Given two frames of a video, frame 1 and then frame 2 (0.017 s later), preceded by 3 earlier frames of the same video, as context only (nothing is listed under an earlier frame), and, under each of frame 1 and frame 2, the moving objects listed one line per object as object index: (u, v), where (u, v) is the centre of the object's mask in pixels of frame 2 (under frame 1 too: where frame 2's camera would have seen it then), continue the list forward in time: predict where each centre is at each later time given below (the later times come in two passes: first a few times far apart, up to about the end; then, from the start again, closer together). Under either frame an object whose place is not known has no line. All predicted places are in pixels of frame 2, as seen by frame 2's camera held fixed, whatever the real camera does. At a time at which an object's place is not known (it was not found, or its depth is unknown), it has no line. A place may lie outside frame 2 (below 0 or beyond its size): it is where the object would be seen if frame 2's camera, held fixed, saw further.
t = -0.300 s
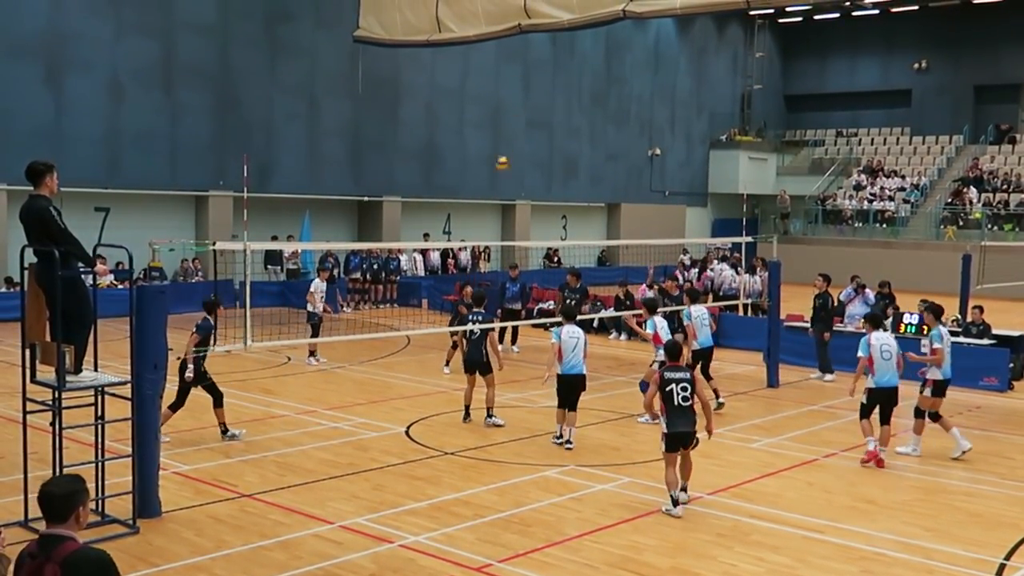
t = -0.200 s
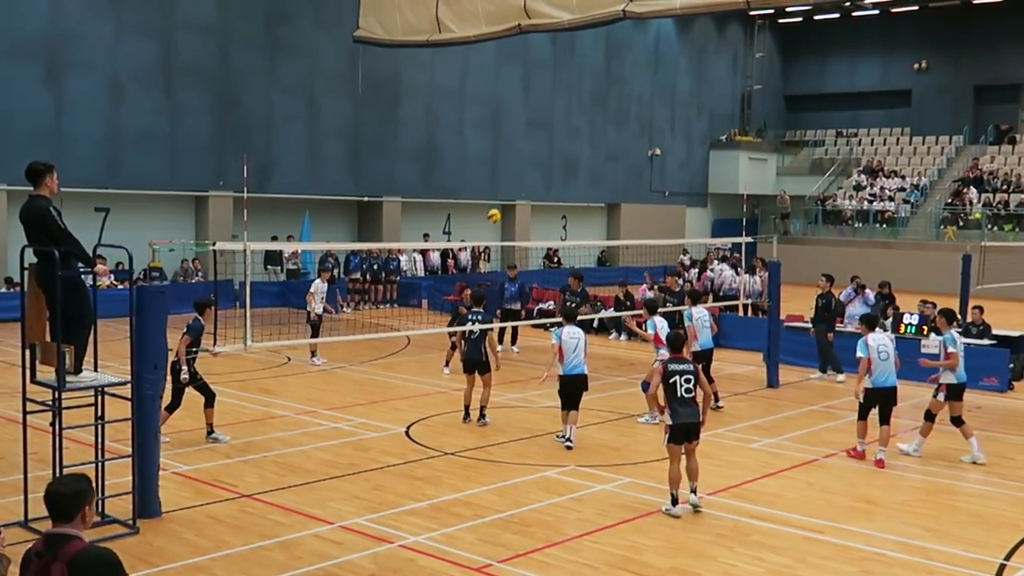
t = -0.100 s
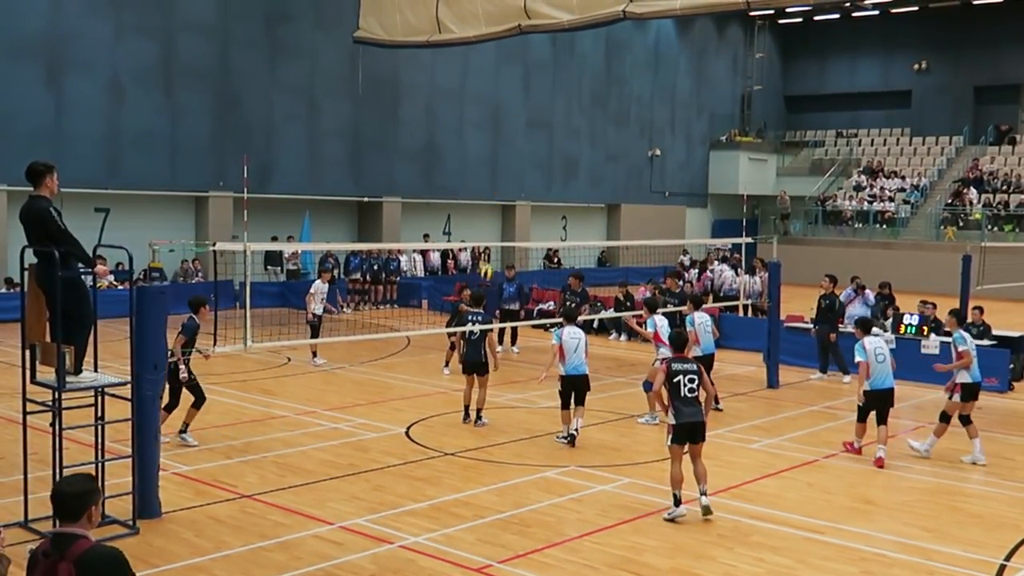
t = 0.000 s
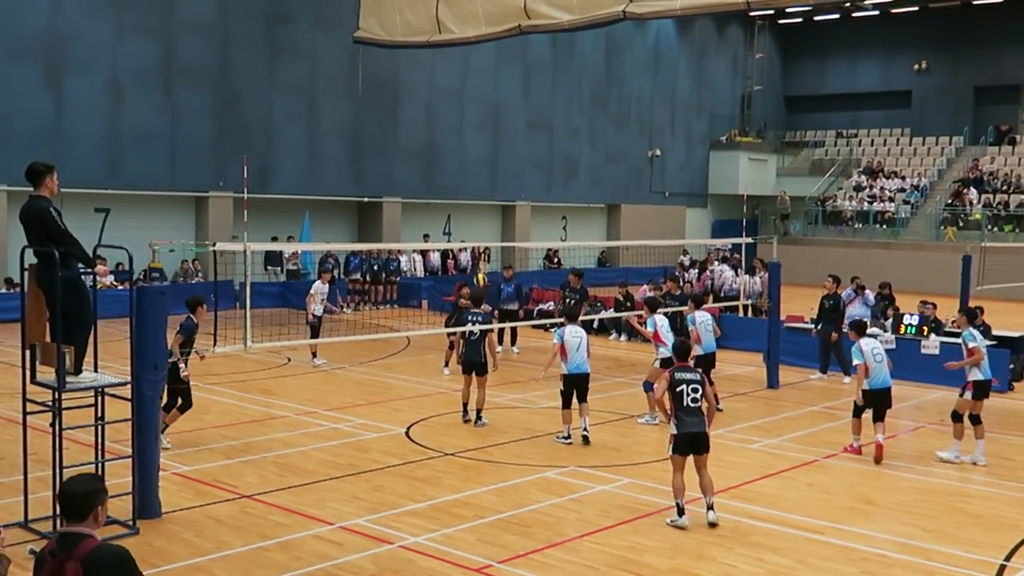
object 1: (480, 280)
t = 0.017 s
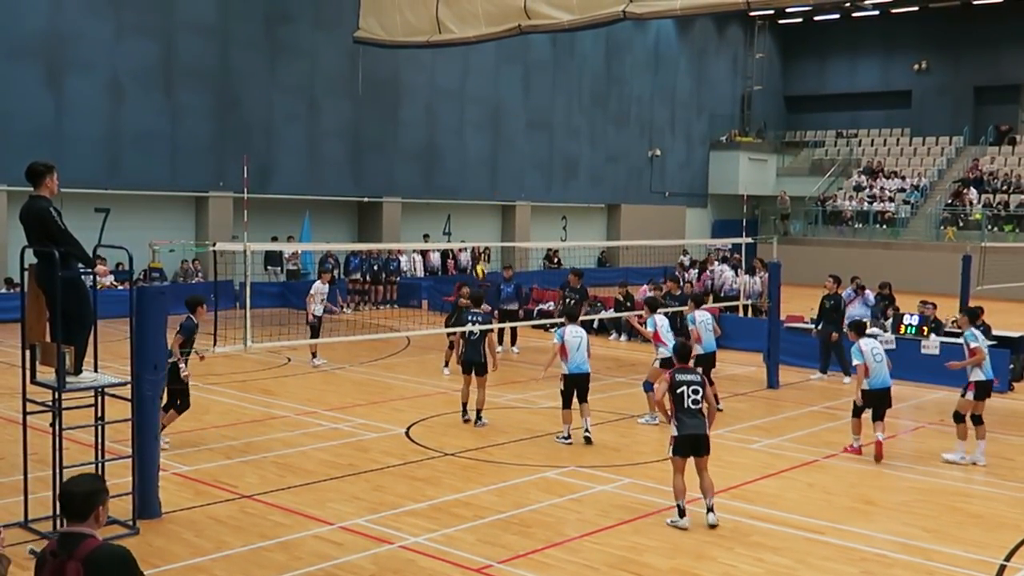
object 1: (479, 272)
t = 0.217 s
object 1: (469, 186)
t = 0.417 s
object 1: (457, 124)
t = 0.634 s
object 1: (443, 84)
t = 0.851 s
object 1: (427, 75)
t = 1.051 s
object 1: (411, 98)
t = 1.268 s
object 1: (393, 154)
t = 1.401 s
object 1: (382, 206)
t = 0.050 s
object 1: (478, 255)
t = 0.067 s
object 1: (477, 251)
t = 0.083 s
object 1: (476, 238)
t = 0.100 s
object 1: (475, 233)
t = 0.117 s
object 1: (474, 225)
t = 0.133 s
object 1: (473, 218)
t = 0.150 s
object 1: (472, 211)
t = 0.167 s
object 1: (471, 205)
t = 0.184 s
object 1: (471, 198)
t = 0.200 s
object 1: (469, 192)
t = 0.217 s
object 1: (469, 186)
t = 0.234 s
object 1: (468, 180)
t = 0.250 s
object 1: (467, 174)
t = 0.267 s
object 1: (466, 168)
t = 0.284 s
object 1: (465, 162)
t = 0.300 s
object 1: (464, 157)
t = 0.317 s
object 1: (463, 152)
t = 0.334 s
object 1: (462, 147)
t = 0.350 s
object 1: (461, 142)
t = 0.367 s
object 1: (460, 137)
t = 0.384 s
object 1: (459, 132)
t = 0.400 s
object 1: (458, 128)
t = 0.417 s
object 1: (457, 124)
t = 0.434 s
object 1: (456, 120)
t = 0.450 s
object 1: (455, 116)
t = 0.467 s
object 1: (454, 112)
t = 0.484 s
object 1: (453, 108)
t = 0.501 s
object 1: (452, 105)
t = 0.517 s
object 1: (452, 101)
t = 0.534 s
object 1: (450, 98)
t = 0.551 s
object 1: (449, 95)
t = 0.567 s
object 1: (448, 92)
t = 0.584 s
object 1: (447, 90)
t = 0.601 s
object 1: (446, 88)
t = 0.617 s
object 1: (444, 86)
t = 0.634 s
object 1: (443, 84)
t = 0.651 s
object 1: (442, 82)
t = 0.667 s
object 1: (441, 80)
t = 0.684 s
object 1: (439, 79)
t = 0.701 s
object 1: (438, 78)
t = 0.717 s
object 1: (437, 77)
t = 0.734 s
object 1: (436, 76)
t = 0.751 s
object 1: (435, 75)
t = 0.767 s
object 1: (433, 75)
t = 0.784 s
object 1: (432, 74)
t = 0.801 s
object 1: (431, 74)
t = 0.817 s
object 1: (430, 74)
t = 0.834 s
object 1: (428, 75)
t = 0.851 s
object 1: (427, 75)
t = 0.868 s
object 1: (426, 76)
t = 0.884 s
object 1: (424, 77)
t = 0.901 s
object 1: (423, 78)
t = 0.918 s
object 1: (422, 79)
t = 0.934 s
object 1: (420, 81)
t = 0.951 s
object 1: (419, 83)
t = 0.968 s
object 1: (418, 85)
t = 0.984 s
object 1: (416, 87)
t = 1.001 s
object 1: (415, 89)
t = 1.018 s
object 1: (413, 92)
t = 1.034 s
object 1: (412, 94)
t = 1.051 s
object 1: (411, 98)
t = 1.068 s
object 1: (410, 101)
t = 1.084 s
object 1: (408, 104)
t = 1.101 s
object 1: (407, 107)
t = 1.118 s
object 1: (406, 111)
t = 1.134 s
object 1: (404, 115)
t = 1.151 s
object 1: (402, 119)
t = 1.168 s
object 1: (401, 124)
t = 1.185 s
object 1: (400, 128)
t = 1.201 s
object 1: (399, 133)
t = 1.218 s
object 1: (398, 138)
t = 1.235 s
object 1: (396, 143)
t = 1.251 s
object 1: (395, 148)
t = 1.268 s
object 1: (393, 154)
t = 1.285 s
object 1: (392, 159)
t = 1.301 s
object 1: (391, 165)
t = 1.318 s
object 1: (389, 171)
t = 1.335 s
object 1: (388, 178)
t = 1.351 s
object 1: (387, 184)
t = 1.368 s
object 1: (385, 191)
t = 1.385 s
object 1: (383, 198)
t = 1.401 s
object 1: (382, 206)
